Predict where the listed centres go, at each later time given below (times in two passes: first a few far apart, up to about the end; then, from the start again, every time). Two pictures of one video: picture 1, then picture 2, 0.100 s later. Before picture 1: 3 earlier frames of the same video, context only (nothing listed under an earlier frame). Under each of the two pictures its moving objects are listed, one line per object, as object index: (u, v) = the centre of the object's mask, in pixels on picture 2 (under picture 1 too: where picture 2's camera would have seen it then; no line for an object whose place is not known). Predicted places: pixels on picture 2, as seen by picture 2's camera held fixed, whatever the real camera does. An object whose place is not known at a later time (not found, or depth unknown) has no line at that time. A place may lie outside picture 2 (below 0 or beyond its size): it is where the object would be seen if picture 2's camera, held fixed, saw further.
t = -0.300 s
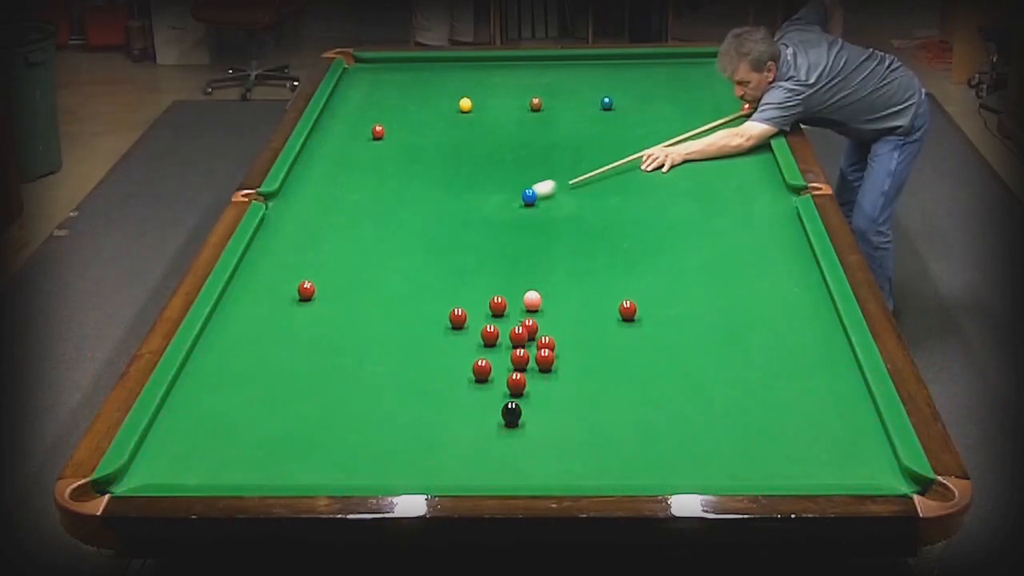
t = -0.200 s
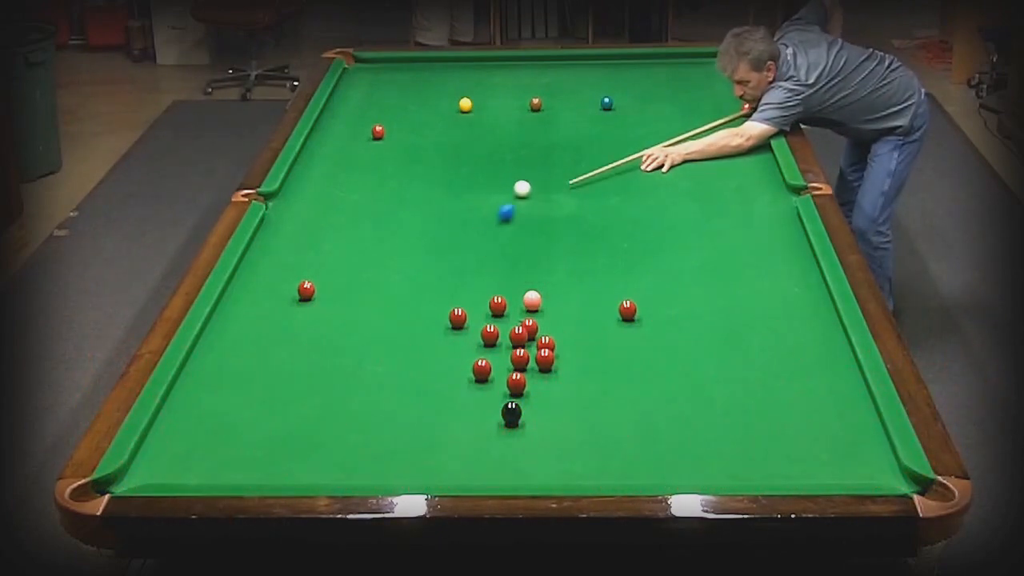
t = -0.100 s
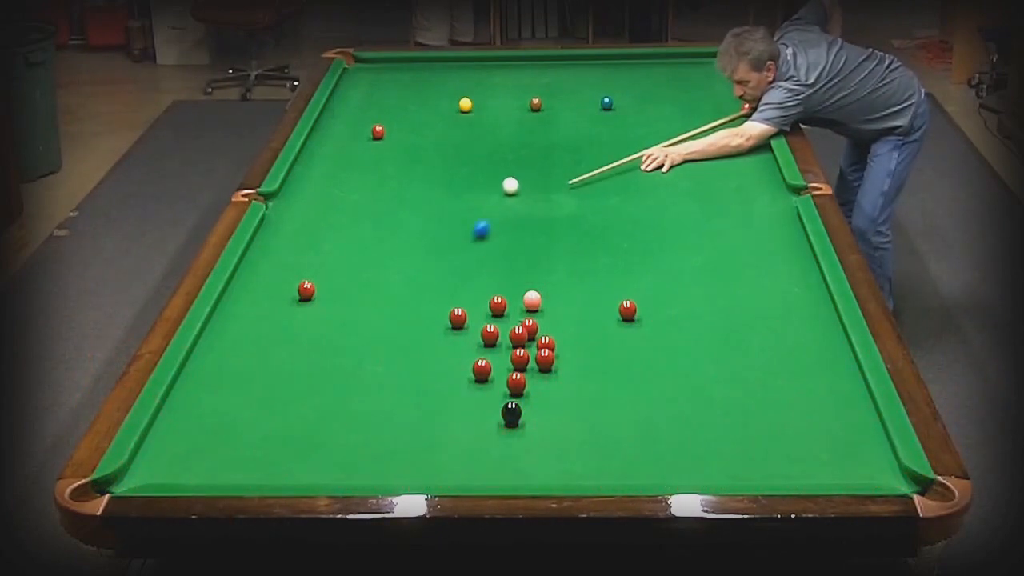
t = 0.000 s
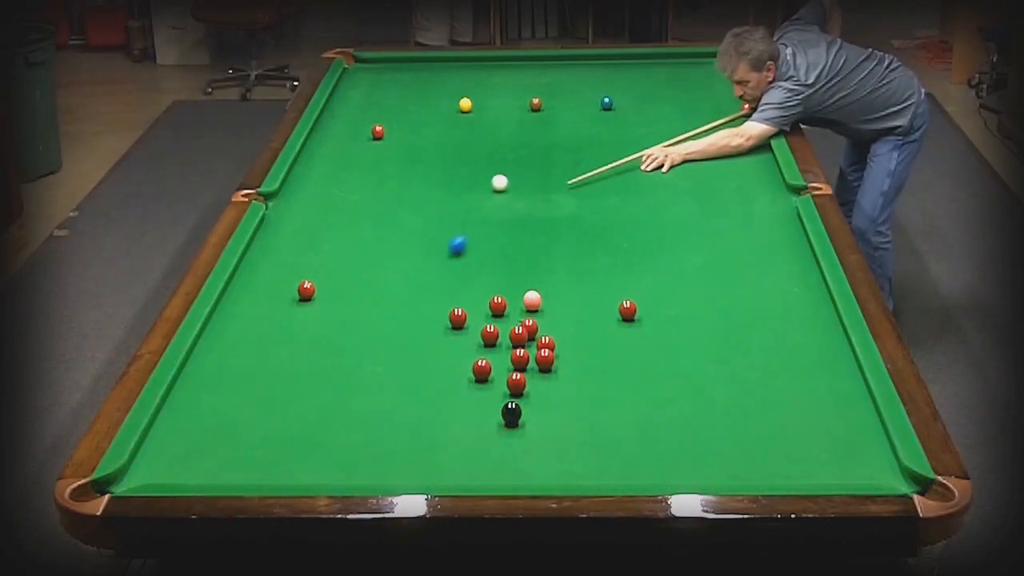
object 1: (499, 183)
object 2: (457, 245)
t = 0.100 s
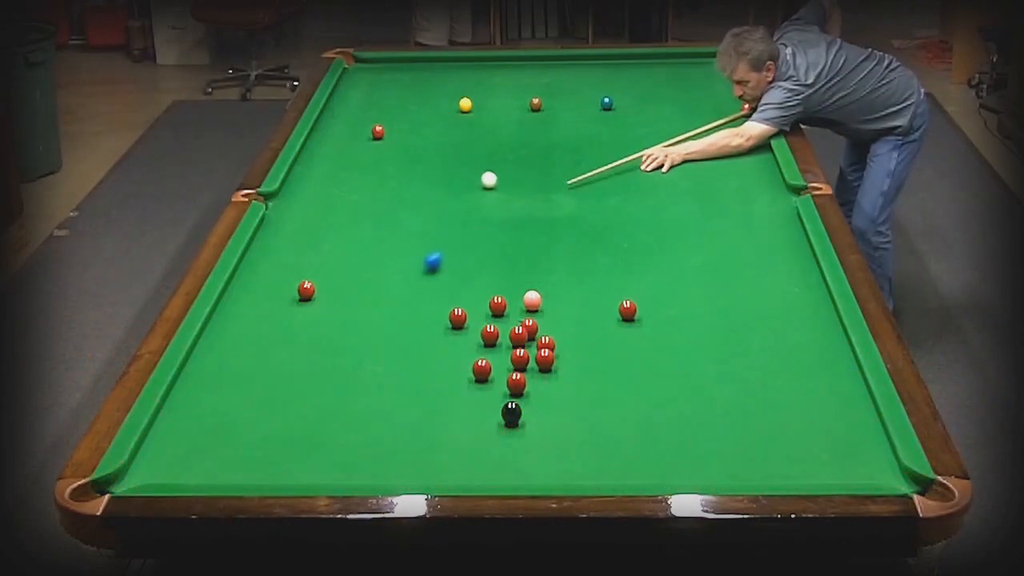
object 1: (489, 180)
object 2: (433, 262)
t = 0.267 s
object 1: (472, 176)
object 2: (389, 291)
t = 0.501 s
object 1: (449, 169)
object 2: (322, 337)
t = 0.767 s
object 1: (425, 163)
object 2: (234, 396)
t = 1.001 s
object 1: (405, 159)
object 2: (146, 455)
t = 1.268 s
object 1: (384, 153)
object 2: (156, 461)
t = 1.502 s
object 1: (366, 149)
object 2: (174, 428)
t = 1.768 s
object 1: (347, 145)
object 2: (193, 395)
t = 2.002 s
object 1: (333, 142)
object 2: (207, 370)
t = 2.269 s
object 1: (317, 139)
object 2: (222, 344)
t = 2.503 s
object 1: (317, 136)
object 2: (234, 324)
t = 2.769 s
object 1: (328, 134)
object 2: (247, 303)
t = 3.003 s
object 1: (335, 132)
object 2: (258, 287)
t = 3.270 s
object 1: (342, 131)
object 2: (269, 270)
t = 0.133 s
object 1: (486, 179)
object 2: (424, 268)
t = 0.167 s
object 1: (482, 178)
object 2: (416, 274)
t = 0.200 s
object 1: (478, 177)
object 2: (407, 279)
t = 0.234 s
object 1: (475, 176)
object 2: (398, 285)
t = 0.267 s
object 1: (472, 176)
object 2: (389, 291)
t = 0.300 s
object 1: (468, 175)
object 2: (380, 298)
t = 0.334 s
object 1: (465, 174)
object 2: (370, 304)
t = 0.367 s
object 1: (462, 173)
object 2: (361, 310)
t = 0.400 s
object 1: (458, 172)
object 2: (352, 317)
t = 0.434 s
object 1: (455, 171)
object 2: (342, 323)
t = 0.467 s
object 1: (452, 170)
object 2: (332, 330)
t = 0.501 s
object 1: (449, 169)
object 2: (322, 337)
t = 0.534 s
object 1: (446, 169)
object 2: (311, 344)
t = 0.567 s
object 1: (443, 168)
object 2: (301, 351)
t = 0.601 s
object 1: (440, 167)
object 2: (290, 358)
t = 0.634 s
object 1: (437, 166)
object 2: (280, 365)
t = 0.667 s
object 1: (434, 165)
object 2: (269, 372)
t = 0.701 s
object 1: (431, 165)
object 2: (257, 380)
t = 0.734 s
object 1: (428, 164)
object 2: (246, 388)
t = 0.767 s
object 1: (425, 163)
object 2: (234, 396)
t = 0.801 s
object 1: (422, 163)
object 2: (222, 403)
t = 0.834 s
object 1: (419, 162)
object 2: (210, 411)
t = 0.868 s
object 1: (416, 161)
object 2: (198, 420)
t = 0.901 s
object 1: (413, 160)
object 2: (186, 428)
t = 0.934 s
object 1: (410, 160)
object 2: (173, 437)
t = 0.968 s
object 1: (408, 159)
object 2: (160, 446)
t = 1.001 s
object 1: (405, 159)
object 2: (146, 455)
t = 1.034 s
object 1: (402, 158)
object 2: (139, 464)
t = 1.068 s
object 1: (399, 157)
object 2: (141, 470)
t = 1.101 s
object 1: (397, 157)
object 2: (143, 475)
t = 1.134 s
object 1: (394, 156)
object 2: (144, 477)
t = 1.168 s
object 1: (392, 155)
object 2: (148, 474)
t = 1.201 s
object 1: (389, 155)
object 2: (151, 470)
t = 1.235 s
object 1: (386, 154)
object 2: (154, 465)
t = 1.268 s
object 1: (384, 153)
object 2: (156, 461)
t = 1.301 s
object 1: (381, 153)
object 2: (159, 456)
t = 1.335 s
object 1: (378, 152)
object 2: (161, 451)
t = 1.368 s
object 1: (376, 152)
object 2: (164, 446)
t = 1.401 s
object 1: (373, 151)
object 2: (167, 441)
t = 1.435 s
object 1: (371, 151)
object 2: (169, 437)
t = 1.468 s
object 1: (369, 150)
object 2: (171, 433)
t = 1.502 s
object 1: (366, 149)
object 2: (174, 428)
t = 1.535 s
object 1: (364, 149)
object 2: (177, 424)
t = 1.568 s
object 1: (361, 149)
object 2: (179, 419)
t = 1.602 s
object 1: (359, 148)
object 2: (181, 415)
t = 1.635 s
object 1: (356, 147)
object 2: (184, 411)
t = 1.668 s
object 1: (354, 147)
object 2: (186, 407)
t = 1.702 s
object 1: (352, 146)
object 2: (188, 403)
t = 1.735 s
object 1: (350, 146)
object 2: (190, 399)
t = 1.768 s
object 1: (347, 145)
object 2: (193, 395)
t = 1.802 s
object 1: (345, 145)
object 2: (195, 391)
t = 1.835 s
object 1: (343, 144)
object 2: (197, 388)
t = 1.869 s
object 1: (341, 144)
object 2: (199, 384)
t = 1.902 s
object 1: (339, 144)
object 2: (201, 380)
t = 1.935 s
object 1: (337, 143)
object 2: (203, 377)
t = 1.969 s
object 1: (335, 143)
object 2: (205, 373)
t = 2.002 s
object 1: (333, 142)
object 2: (207, 370)
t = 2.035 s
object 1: (331, 141)
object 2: (209, 367)
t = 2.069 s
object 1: (329, 141)
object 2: (211, 363)
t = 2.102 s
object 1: (327, 141)
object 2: (213, 360)
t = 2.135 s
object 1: (325, 140)
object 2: (214, 357)
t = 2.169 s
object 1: (323, 140)
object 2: (216, 353)
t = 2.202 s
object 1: (321, 139)
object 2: (218, 350)
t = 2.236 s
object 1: (319, 139)
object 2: (220, 347)
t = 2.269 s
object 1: (317, 139)
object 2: (222, 344)
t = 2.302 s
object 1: (315, 138)
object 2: (224, 341)
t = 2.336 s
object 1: (313, 138)
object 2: (225, 338)
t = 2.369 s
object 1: (312, 137)
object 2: (227, 335)
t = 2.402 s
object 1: (313, 137)
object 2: (229, 332)
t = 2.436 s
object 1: (314, 137)
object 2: (231, 329)
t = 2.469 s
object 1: (316, 137)
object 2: (232, 327)
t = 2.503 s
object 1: (317, 136)
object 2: (234, 324)
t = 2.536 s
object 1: (318, 136)
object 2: (236, 321)
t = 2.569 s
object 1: (320, 136)
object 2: (237, 319)
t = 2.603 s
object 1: (321, 135)
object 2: (239, 316)
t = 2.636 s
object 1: (322, 135)
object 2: (241, 313)
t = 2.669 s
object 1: (324, 135)
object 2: (242, 311)
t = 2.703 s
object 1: (325, 134)
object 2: (244, 308)
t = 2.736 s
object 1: (326, 134)
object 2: (246, 306)
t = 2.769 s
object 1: (328, 134)
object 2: (247, 303)
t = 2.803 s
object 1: (328, 134)
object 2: (249, 301)
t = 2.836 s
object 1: (330, 133)
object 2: (250, 299)
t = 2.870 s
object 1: (331, 133)
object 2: (252, 296)
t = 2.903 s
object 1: (332, 133)
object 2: (253, 294)
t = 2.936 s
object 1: (333, 133)
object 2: (255, 292)
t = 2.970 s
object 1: (334, 132)
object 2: (256, 289)
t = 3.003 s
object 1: (335, 132)
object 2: (258, 287)
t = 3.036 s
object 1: (336, 132)
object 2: (259, 285)
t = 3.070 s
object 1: (337, 132)
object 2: (261, 283)
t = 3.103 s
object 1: (338, 132)
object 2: (262, 281)
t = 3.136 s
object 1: (339, 131)
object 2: (263, 279)
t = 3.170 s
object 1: (339, 131)
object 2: (265, 276)
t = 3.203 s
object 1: (340, 131)
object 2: (266, 274)
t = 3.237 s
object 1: (341, 131)
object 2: (268, 273)
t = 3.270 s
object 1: (342, 131)
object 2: (269, 270)
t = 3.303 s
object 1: (343, 130)
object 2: (270, 268)
